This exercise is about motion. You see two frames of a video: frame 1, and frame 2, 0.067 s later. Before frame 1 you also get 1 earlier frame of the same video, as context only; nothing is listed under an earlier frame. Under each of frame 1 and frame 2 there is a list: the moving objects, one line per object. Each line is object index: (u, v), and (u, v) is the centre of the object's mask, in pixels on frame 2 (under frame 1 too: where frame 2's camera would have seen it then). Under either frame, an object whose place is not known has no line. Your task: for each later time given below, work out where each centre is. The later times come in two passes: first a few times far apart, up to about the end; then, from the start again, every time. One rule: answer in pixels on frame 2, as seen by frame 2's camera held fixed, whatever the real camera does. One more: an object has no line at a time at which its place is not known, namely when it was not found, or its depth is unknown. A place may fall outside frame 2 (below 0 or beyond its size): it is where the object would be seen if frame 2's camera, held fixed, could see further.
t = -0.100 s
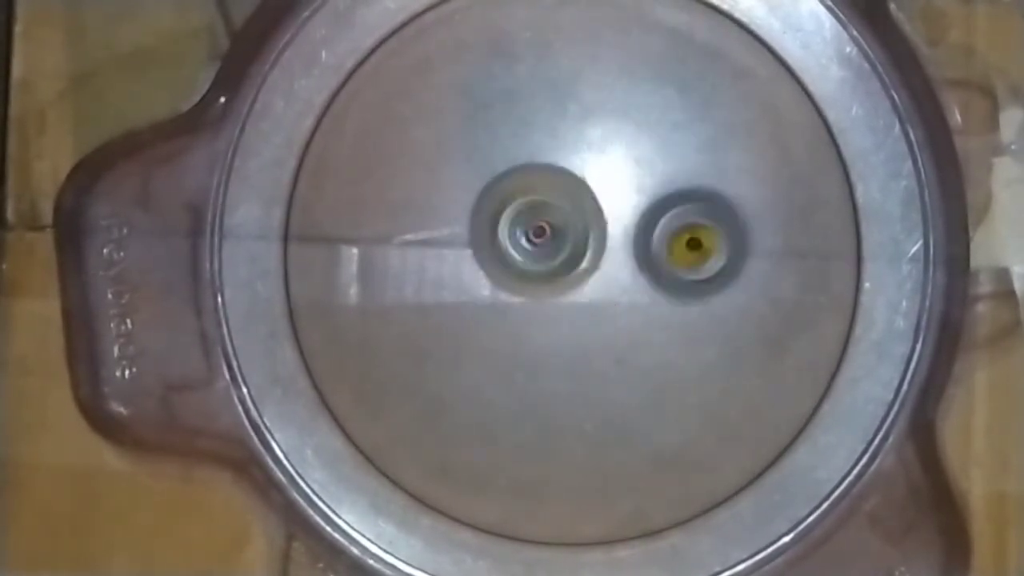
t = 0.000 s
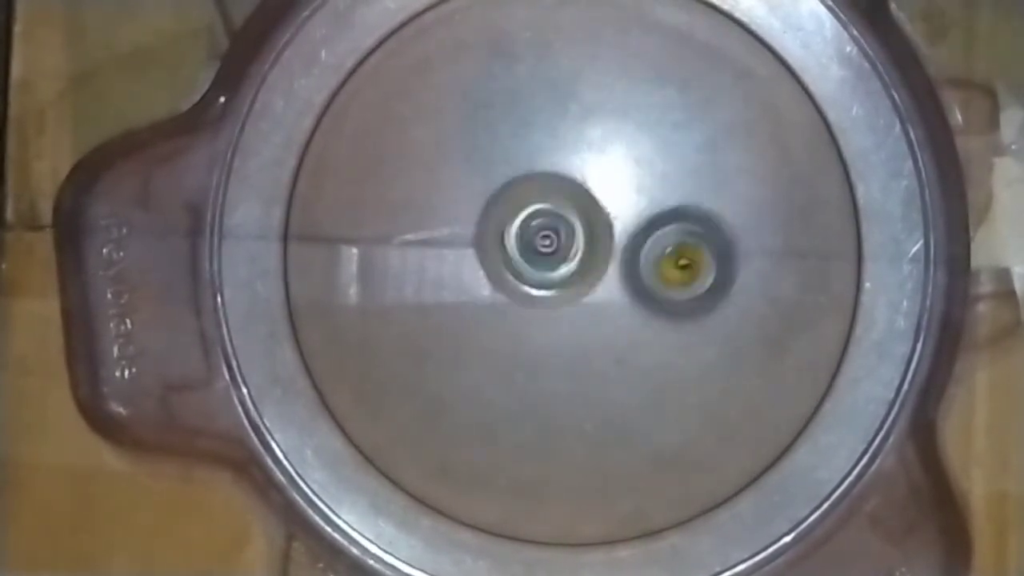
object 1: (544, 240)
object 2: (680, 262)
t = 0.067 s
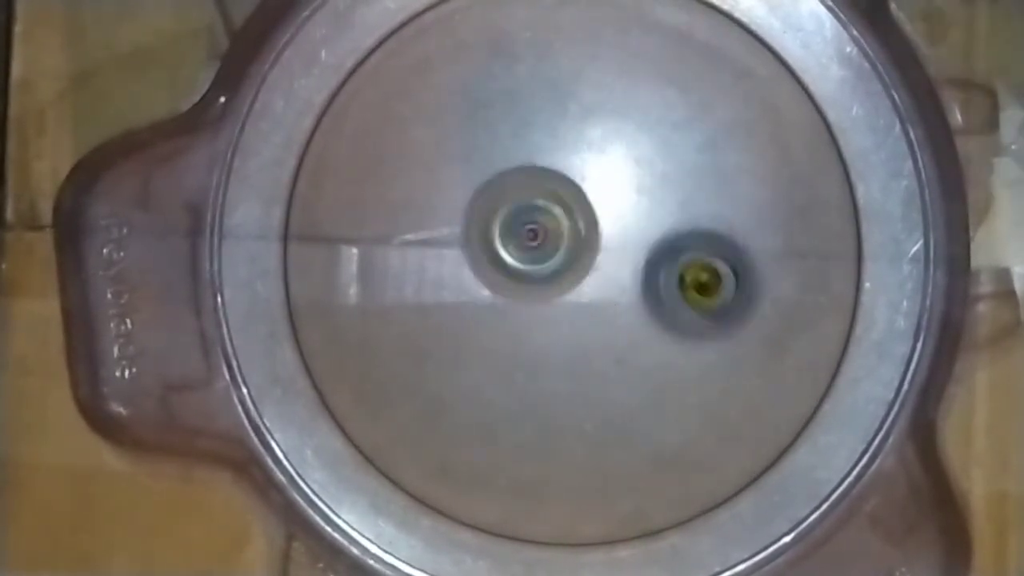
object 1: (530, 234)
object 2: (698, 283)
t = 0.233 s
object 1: (511, 239)
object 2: (705, 324)
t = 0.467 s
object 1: (533, 261)
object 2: (649, 336)
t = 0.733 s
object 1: (526, 224)
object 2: (627, 351)
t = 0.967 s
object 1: (549, 204)
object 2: (591, 331)
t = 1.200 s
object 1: (591, 199)
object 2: (567, 349)
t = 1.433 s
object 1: (624, 206)
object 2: (551, 359)
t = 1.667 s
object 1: (628, 236)
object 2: (541, 347)
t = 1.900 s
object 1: (640, 240)
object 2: (516, 359)
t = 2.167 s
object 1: (646, 237)
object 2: (515, 349)
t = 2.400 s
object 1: (618, 219)
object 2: (500, 321)
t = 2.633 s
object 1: (621, 219)
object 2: (499, 262)
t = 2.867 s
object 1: (622, 224)
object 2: (475, 231)
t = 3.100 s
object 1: (617, 233)
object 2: (491, 228)
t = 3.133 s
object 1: (621, 241)
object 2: (494, 229)
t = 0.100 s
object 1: (522, 233)
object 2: (704, 293)
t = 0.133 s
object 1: (518, 234)
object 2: (707, 300)
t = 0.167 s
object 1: (512, 236)
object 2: (707, 308)
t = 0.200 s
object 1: (511, 236)
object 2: (707, 316)
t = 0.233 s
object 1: (511, 239)
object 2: (705, 324)
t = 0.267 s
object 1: (510, 240)
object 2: (702, 328)
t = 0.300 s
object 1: (513, 245)
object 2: (697, 332)
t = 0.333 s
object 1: (513, 247)
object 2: (689, 335)
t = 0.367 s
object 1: (518, 250)
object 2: (682, 336)
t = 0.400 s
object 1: (520, 255)
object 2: (673, 337)
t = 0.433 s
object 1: (524, 256)
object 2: (661, 337)
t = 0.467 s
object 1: (533, 261)
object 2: (649, 336)
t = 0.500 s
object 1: (532, 258)
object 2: (646, 339)
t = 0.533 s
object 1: (533, 254)
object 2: (646, 339)
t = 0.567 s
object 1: (531, 252)
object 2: (639, 337)
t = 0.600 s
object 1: (532, 243)
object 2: (637, 346)
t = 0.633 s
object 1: (531, 241)
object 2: (639, 353)
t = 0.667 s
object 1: (527, 237)
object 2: (640, 351)
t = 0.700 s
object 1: (527, 230)
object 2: (634, 348)
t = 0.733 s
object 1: (526, 224)
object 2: (627, 351)
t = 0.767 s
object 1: (529, 217)
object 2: (624, 355)
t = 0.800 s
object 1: (529, 216)
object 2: (623, 354)
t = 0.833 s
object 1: (530, 210)
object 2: (621, 347)
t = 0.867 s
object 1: (535, 209)
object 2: (613, 340)
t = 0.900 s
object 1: (537, 207)
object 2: (603, 338)
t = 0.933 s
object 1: (544, 205)
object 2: (595, 334)
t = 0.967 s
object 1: (549, 204)
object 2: (591, 331)
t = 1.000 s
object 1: (556, 195)
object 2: (590, 335)
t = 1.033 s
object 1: (564, 193)
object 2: (585, 338)
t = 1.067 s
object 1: (565, 194)
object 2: (579, 344)
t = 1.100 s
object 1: (568, 194)
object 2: (575, 349)
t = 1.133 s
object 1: (574, 193)
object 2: (574, 352)
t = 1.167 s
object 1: (582, 194)
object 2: (572, 351)
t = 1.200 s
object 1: (591, 199)
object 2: (567, 349)
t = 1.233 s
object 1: (595, 205)
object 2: (563, 350)
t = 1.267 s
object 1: (597, 208)
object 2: (562, 349)
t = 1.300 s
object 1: (599, 213)
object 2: (561, 344)
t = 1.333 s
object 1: (608, 207)
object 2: (558, 349)
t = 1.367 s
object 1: (618, 207)
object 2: (553, 359)
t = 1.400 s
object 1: (621, 207)
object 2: (553, 361)
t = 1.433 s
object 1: (624, 206)
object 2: (551, 359)
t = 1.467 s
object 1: (630, 209)
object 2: (547, 359)
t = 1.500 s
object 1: (629, 215)
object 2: (544, 360)
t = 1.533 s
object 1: (628, 216)
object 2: (543, 362)
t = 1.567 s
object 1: (629, 218)
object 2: (546, 363)
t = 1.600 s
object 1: (628, 227)
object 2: (549, 357)
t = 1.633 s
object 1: (626, 233)
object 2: (548, 346)
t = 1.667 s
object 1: (628, 236)
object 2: (541, 347)
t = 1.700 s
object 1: (625, 242)
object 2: (539, 350)
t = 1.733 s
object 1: (627, 242)
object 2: (540, 348)
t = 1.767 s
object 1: (637, 243)
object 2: (530, 355)
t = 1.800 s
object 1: (636, 244)
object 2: (522, 361)
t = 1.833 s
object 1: (636, 241)
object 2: (519, 363)
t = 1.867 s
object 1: (640, 241)
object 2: (518, 362)
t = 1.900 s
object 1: (640, 240)
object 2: (516, 359)
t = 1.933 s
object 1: (642, 241)
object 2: (515, 357)
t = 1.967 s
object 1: (638, 243)
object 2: (514, 354)
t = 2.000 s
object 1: (636, 240)
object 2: (516, 353)
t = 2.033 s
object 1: (637, 239)
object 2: (522, 352)
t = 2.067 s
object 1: (635, 243)
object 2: (529, 346)
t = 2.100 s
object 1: (628, 242)
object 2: (530, 339)
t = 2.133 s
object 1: (639, 234)
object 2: (522, 349)
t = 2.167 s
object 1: (646, 237)
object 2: (515, 349)
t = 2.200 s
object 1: (644, 243)
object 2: (513, 346)
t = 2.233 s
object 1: (639, 247)
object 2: (509, 339)
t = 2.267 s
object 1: (631, 247)
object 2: (505, 334)
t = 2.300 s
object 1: (622, 242)
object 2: (498, 331)
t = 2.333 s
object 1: (616, 234)
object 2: (497, 330)
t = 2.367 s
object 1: (617, 224)
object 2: (497, 327)
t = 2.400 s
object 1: (618, 219)
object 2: (500, 321)
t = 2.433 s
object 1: (621, 218)
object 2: (502, 311)
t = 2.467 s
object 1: (621, 218)
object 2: (502, 299)
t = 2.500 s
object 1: (624, 219)
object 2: (502, 288)
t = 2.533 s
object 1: (622, 218)
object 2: (501, 280)
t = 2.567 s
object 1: (623, 219)
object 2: (500, 274)
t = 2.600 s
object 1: (621, 217)
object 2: (499, 267)
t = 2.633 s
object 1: (621, 219)
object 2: (499, 262)
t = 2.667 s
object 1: (621, 218)
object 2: (498, 256)
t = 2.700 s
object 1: (622, 221)
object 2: (497, 250)
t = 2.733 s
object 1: (622, 221)
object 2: (494, 244)
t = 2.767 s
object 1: (625, 222)
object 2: (487, 239)
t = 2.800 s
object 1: (623, 222)
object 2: (482, 236)
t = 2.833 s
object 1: (625, 222)
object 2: (478, 232)
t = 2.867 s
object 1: (622, 224)
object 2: (475, 231)
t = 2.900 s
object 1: (620, 224)
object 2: (474, 230)
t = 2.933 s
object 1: (618, 225)
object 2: (476, 228)
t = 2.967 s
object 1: (614, 224)
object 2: (479, 228)
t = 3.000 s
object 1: (612, 224)
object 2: (482, 227)
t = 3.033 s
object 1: (612, 226)
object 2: (486, 226)
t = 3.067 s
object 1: (611, 229)
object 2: (493, 227)
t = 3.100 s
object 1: (617, 233)
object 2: (491, 228)
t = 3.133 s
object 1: (621, 241)
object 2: (494, 229)
